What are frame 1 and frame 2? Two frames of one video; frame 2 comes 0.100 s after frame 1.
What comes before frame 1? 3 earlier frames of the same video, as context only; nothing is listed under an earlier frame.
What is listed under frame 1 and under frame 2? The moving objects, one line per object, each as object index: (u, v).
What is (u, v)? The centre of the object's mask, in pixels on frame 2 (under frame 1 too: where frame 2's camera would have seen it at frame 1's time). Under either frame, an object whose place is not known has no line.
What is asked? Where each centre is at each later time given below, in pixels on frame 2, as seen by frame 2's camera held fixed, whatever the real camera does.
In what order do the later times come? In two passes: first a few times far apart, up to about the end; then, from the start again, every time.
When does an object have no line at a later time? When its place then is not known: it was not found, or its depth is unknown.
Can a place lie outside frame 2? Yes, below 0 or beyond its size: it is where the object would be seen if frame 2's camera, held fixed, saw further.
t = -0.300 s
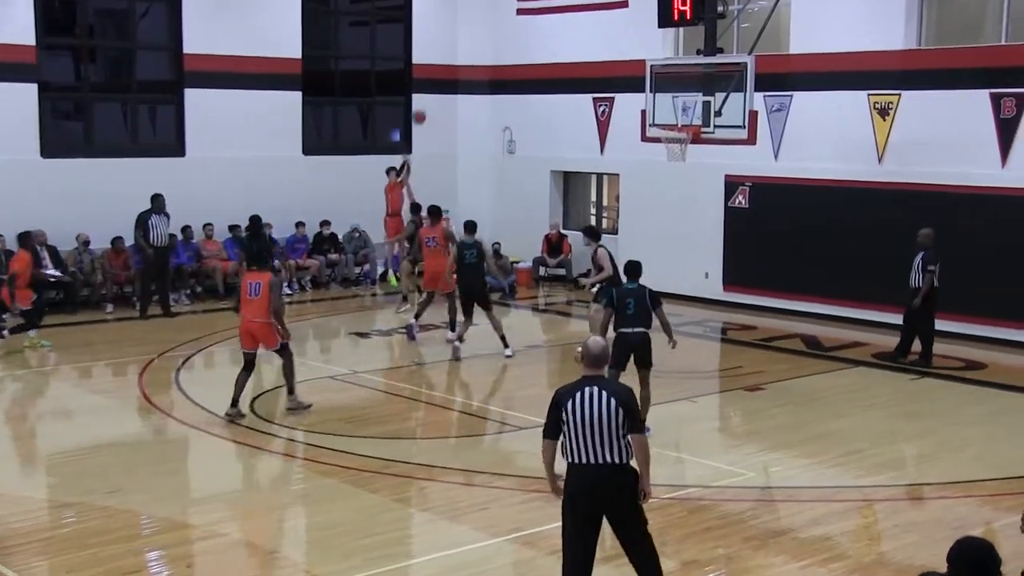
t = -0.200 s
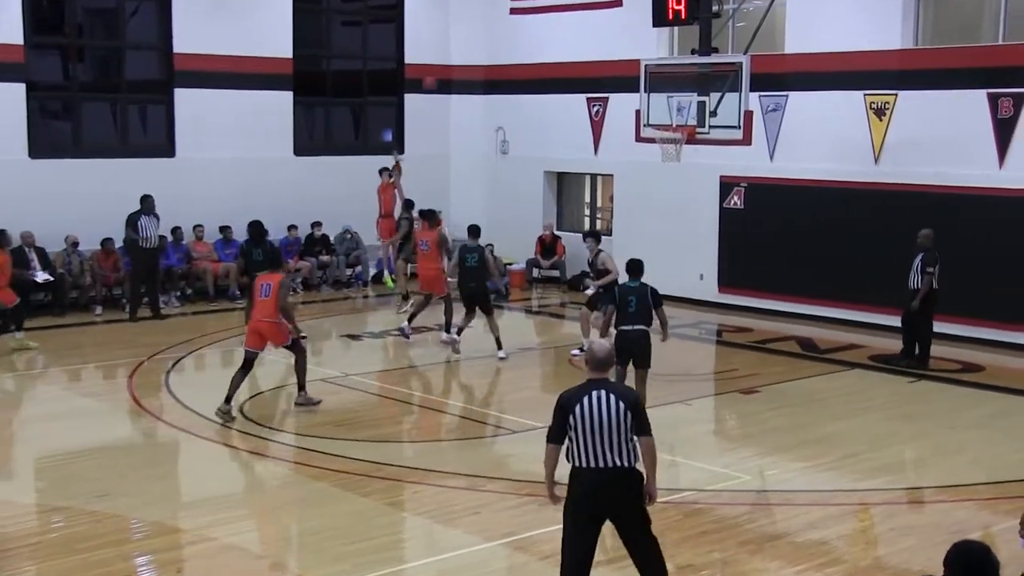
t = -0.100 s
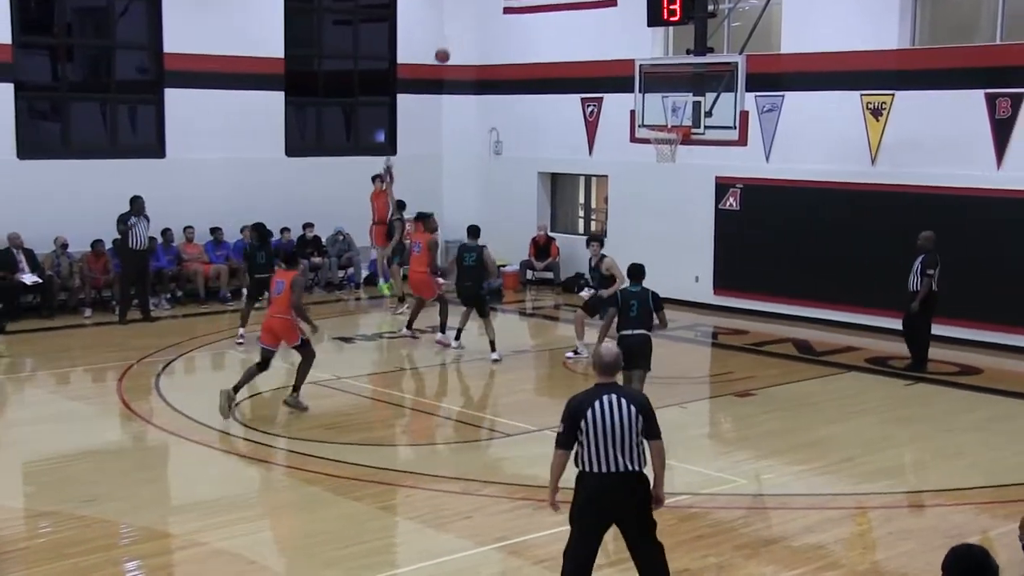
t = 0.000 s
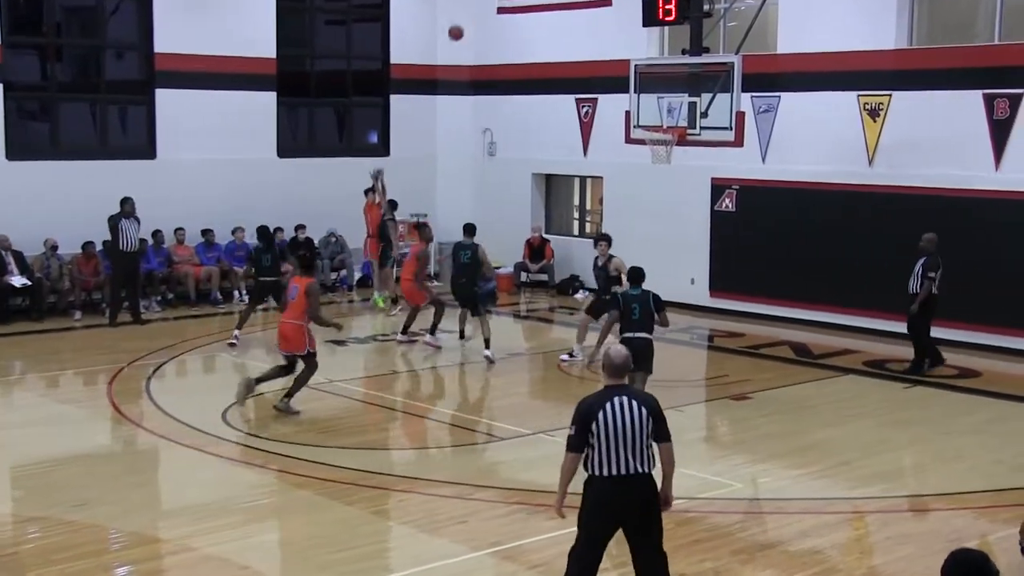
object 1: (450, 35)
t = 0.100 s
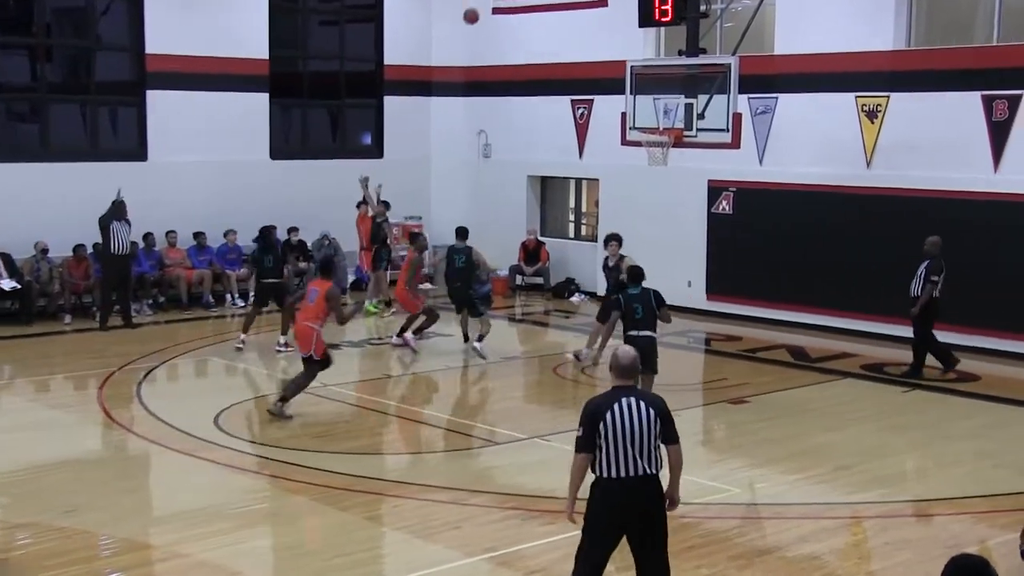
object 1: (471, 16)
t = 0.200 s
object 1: (492, 4)
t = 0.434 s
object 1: (545, 4)
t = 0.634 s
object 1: (593, 36)
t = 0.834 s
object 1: (646, 103)
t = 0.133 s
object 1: (478, 11)
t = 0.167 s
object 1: (484, 7)
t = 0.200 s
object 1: (492, 4)
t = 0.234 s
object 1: (499, 4)
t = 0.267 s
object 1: (507, 2)
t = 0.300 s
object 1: (514, 0)
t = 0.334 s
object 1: (522, 0)
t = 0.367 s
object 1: (529, -1)
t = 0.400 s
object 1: (537, -2)
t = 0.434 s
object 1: (545, 4)
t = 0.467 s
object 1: (552, 7)
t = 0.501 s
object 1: (560, 11)
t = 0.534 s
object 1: (568, 15)
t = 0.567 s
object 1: (576, 22)
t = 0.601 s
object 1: (584, 28)
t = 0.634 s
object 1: (593, 36)
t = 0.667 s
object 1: (601, 45)
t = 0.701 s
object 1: (610, 53)
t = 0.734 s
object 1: (619, 62)
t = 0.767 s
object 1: (628, 78)
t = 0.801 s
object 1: (637, 88)
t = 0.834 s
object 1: (646, 103)
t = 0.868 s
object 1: (655, 117)
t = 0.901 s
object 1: (664, 131)
